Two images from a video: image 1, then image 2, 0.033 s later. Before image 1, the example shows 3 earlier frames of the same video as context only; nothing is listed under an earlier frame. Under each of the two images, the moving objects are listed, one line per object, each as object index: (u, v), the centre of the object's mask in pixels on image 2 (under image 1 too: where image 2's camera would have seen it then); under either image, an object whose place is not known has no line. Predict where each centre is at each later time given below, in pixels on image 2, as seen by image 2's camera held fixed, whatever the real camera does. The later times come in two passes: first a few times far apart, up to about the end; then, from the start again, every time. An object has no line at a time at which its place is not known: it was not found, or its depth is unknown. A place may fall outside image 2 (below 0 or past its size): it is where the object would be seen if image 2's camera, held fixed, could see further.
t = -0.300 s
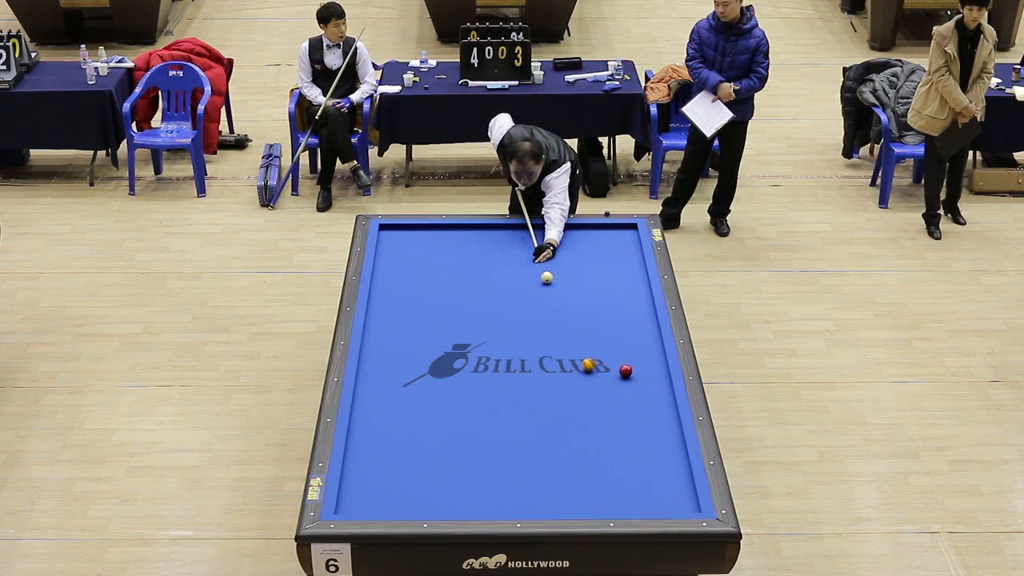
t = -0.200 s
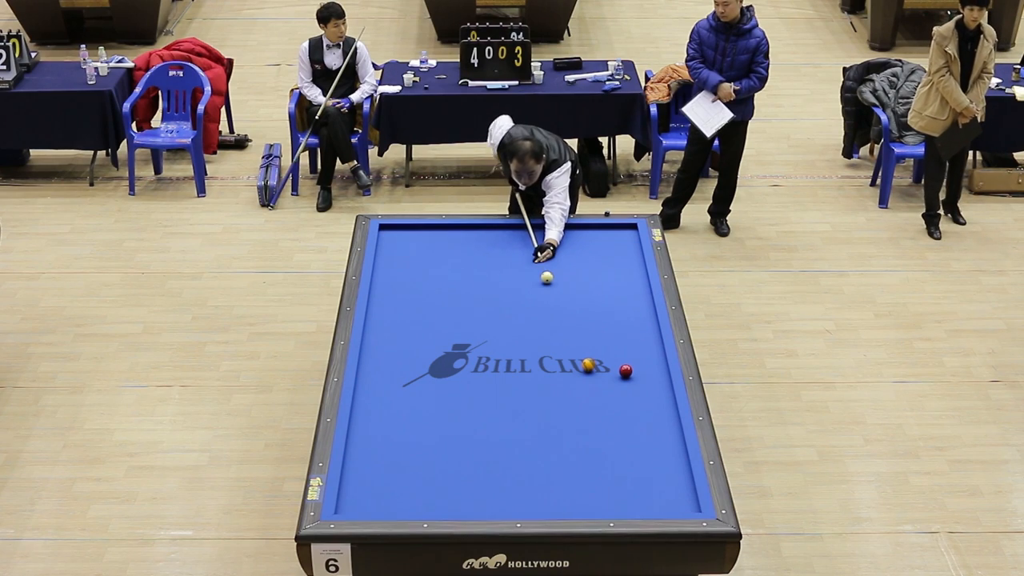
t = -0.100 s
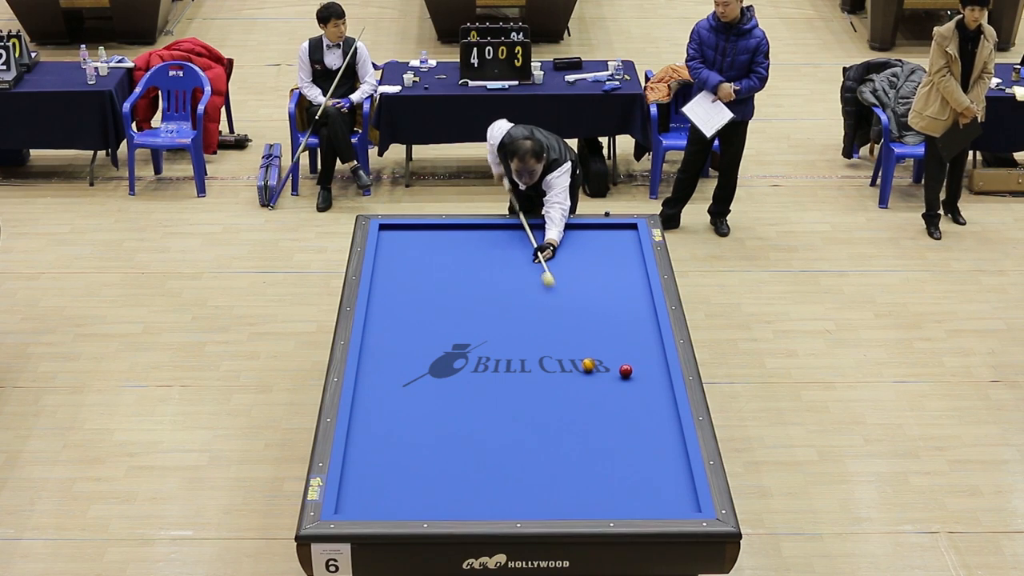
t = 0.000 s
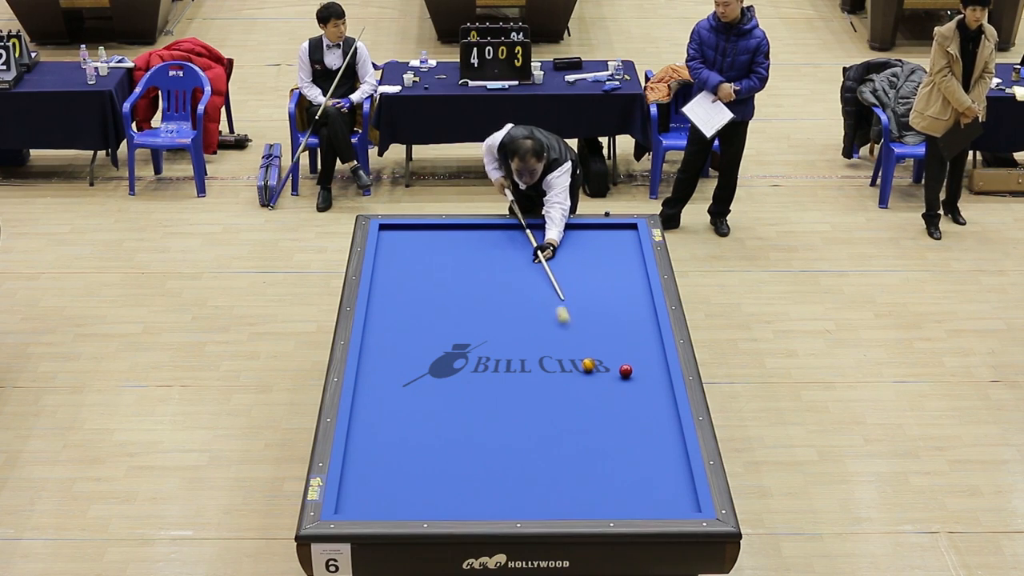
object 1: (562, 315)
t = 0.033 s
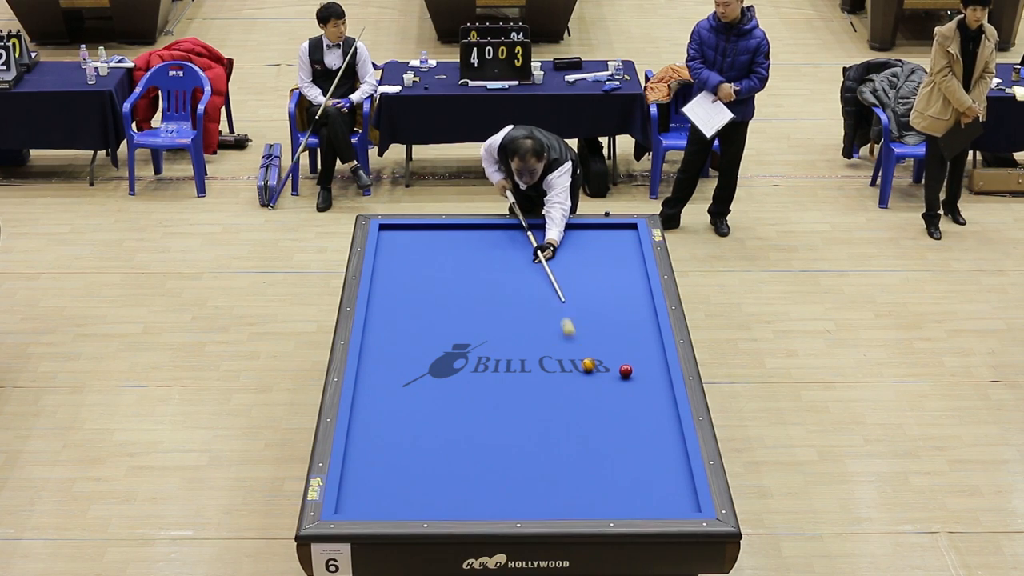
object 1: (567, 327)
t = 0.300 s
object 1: (543, 375)
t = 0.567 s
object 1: (500, 398)
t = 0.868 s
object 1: (451, 424)
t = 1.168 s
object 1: (399, 452)
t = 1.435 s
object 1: (351, 478)
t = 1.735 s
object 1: (373, 507)
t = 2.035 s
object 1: (421, 485)
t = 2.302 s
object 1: (460, 469)
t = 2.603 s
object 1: (502, 452)
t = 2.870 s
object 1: (537, 437)
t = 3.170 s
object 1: (575, 421)
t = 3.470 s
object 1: (610, 407)
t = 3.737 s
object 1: (640, 394)
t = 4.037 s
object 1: (660, 380)
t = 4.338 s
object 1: (639, 364)
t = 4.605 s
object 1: (621, 351)
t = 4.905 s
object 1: (602, 337)
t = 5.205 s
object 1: (584, 324)
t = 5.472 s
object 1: (569, 313)
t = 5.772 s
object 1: (553, 301)
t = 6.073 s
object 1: (538, 289)
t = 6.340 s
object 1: (525, 280)
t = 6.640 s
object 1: (511, 270)
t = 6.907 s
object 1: (500, 262)
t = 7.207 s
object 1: (488, 253)
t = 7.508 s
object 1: (476, 245)
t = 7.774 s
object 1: (466, 238)
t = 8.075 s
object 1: (456, 230)
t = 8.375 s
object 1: (445, 229)
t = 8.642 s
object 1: (436, 233)
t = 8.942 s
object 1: (426, 237)
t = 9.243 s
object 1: (416, 241)
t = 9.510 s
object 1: (408, 244)
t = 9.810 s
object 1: (400, 247)
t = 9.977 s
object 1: (395, 249)
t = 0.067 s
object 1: (573, 340)
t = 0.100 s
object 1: (578, 352)
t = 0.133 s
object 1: (576, 361)
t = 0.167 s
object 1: (568, 364)
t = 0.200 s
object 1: (561, 367)
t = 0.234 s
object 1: (554, 369)
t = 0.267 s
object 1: (549, 372)
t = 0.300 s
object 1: (543, 375)
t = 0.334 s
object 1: (537, 378)
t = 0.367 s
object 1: (532, 381)
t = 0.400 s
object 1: (527, 384)
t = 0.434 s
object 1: (521, 386)
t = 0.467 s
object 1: (516, 389)
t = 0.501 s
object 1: (511, 392)
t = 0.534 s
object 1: (505, 395)
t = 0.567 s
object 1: (500, 398)
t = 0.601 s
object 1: (495, 401)
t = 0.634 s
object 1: (489, 404)
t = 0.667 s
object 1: (484, 407)
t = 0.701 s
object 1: (479, 410)
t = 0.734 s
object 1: (473, 412)
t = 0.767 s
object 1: (468, 415)
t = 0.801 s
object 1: (462, 418)
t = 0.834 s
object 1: (456, 421)
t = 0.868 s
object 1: (451, 424)
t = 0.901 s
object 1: (445, 428)
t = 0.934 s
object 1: (440, 431)
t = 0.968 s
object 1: (434, 433)
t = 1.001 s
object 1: (428, 437)
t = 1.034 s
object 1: (422, 440)
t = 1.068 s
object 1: (417, 443)
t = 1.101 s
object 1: (411, 446)
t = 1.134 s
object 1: (405, 449)
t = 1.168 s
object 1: (399, 452)
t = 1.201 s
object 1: (393, 455)
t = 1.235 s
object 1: (388, 459)
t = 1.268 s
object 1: (382, 462)
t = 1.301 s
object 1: (376, 465)
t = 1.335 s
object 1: (370, 468)
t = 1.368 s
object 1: (364, 471)
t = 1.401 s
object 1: (358, 475)
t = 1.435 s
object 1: (351, 478)
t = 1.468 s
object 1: (347, 481)
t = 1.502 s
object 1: (350, 485)
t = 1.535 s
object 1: (354, 490)
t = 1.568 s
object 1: (357, 495)
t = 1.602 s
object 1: (360, 499)
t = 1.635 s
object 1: (363, 503)
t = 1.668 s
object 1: (365, 507)
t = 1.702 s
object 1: (367, 509)
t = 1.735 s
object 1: (373, 507)
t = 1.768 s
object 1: (379, 505)
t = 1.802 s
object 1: (385, 502)
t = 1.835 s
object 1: (390, 499)
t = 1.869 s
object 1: (396, 496)
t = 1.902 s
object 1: (401, 494)
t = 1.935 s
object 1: (406, 492)
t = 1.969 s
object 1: (411, 490)
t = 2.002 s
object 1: (416, 488)
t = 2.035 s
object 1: (421, 485)
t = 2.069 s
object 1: (426, 483)
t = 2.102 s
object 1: (431, 481)
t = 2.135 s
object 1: (436, 479)
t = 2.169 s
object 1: (441, 477)
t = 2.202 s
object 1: (446, 475)
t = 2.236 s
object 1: (451, 473)
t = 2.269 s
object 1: (456, 471)
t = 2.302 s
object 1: (460, 469)
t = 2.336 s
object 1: (465, 467)
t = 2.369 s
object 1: (470, 465)
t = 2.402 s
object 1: (475, 463)
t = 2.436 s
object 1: (479, 461)
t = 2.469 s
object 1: (484, 459)
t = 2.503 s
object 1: (488, 458)
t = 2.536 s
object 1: (493, 456)
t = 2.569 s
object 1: (498, 454)
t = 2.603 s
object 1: (502, 452)
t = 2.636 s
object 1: (507, 450)
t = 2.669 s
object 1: (511, 448)
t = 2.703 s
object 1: (516, 446)
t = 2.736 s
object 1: (520, 444)
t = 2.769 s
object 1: (524, 443)
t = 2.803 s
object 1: (529, 441)
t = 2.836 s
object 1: (533, 439)
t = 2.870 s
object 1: (537, 437)
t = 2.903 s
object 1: (542, 436)
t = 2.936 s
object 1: (546, 434)
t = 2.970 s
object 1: (550, 432)
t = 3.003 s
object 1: (554, 430)
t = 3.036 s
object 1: (559, 428)
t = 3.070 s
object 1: (562, 427)
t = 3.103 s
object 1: (567, 425)
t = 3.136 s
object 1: (571, 423)
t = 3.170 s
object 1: (575, 421)
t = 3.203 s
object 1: (579, 420)
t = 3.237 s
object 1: (583, 418)
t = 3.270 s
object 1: (587, 417)
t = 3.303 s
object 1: (591, 415)
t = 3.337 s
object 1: (595, 413)
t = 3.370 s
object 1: (599, 412)
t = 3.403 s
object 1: (602, 410)
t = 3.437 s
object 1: (607, 408)
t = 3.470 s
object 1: (610, 407)
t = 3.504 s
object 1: (614, 405)
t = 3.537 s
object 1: (618, 404)
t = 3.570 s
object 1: (622, 402)
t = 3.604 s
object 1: (625, 400)
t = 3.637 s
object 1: (629, 399)
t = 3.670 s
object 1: (633, 397)
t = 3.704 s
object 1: (636, 396)
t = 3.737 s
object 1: (640, 394)
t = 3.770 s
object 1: (644, 393)
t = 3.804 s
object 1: (647, 391)
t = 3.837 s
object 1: (651, 390)
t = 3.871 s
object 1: (654, 388)
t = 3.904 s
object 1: (658, 387)
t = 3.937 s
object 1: (662, 385)
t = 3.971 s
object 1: (665, 384)
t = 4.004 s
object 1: (663, 382)
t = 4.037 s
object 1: (660, 380)
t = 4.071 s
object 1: (657, 378)
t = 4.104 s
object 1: (655, 377)
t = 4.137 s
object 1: (652, 375)
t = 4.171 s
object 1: (650, 373)
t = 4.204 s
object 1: (648, 371)
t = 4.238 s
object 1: (646, 369)
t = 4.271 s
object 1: (643, 368)
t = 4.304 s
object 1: (641, 366)
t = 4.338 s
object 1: (639, 364)
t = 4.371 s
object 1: (636, 363)
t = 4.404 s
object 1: (634, 361)
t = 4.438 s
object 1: (632, 359)
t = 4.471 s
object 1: (630, 357)
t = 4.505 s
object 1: (627, 356)
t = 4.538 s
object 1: (625, 354)
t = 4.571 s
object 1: (623, 353)
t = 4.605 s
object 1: (621, 351)
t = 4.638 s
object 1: (619, 349)
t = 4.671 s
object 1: (616, 348)
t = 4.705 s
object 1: (614, 346)
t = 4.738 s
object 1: (612, 345)
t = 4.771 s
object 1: (610, 343)
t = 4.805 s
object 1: (608, 341)
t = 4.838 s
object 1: (606, 340)
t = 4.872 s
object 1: (604, 338)
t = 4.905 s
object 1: (602, 337)
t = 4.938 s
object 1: (600, 335)
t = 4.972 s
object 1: (598, 334)
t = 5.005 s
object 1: (595, 332)
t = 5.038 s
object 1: (593, 331)
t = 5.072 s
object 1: (592, 330)
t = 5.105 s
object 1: (590, 328)
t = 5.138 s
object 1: (587, 326)
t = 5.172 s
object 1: (586, 325)
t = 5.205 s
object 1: (584, 324)
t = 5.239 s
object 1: (582, 322)
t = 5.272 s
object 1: (580, 321)
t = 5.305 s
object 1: (578, 319)
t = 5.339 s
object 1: (576, 318)
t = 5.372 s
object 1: (574, 317)
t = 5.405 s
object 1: (572, 315)
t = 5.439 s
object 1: (571, 314)
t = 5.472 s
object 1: (569, 313)
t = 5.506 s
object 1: (567, 311)
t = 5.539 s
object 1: (565, 310)
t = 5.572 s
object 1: (563, 309)
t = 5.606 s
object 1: (561, 307)
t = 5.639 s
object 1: (560, 306)
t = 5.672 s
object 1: (558, 304)
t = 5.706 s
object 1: (556, 303)
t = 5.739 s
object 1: (555, 302)
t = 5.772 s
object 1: (553, 301)
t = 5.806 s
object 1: (551, 300)
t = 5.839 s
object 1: (549, 298)
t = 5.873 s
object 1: (548, 297)
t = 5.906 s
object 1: (546, 295)
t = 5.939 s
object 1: (544, 294)
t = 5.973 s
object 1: (542, 293)
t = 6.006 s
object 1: (541, 292)
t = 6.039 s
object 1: (539, 291)
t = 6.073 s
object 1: (538, 289)
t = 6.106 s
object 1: (536, 288)
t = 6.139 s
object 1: (534, 287)
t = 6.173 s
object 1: (533, 286)
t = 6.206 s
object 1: (531, 285)
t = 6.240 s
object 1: (530, 284)
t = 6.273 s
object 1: (528, 282)
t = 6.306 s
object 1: (526, 281)
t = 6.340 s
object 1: (525, 280)
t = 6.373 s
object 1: (523, 279)
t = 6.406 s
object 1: (522, 278)
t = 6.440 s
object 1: (520, 277)
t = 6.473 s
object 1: (519, 276)
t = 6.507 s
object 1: (517, 275)
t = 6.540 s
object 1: (516, 273)
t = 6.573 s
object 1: (514, 272)
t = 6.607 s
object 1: (513, 271)
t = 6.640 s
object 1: (511, 270)
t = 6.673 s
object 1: (510, 269)
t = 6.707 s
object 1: (508, 268)
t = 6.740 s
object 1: (507, 267)
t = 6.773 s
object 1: (505, 266)
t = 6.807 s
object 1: (504, 265)
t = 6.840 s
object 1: (502, 264)
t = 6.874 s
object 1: (501, 263)
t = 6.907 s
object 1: (500, 262)
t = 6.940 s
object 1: (498, 261)
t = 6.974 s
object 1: (497, 260)
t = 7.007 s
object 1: (495, 259)
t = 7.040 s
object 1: (494, 258)
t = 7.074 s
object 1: (493, 257)
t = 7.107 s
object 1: (491, 256)
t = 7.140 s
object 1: (490, 255)
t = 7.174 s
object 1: (489, 254)
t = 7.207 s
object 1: (488, 253)
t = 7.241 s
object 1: (486, 252)
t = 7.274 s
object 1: (485, 251)
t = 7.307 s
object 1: (484, 250)
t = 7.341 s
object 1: (483, 249)
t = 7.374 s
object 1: (481, 248)
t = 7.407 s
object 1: (480, 247)
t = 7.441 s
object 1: (479, 246)
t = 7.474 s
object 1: (477, 245)
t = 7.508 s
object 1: (476, 245)
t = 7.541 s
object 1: (475, 243)
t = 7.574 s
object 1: (474, 243)
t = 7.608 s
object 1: (472, 242)
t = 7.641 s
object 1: (471, 241)
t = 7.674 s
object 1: (470, 240)
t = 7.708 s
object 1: (469, 239)
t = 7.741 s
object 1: (468, 238)
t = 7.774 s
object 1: (466, 238)
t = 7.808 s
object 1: (465, 237)
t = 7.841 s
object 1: (464, 236)
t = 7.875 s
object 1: (463, 235)
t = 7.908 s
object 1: (462, 234)
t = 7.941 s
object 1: (461, 233)
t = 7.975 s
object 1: (460, 232)
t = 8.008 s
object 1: (458, 232)
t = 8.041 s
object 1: (457, 231)
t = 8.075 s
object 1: (456, 230)
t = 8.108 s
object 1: (455, 229)
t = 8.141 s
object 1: (454, 228)
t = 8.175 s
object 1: (452, 227)
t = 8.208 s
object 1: (451, 227)
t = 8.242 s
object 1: (450, 227)
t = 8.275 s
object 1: (449, 228)
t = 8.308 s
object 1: (448, 228)
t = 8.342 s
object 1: (447, 228)
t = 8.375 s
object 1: (445, 229)
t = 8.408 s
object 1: (444, 230)
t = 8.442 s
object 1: (443, 230)
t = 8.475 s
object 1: (442, 231)
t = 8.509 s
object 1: (441, 231)
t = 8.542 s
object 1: (440, 231)
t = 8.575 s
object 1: (438, 232)
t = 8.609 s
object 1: (437, 232)
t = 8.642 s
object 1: (436, 233)
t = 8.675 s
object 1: (435, 233)
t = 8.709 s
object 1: (434, 234)
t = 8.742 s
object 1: (433, 234)
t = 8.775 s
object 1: (432, 235)
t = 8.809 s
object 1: (430, 235)
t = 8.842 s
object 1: (429, 235)
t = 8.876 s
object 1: (428, 236)
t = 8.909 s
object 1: (427, 236)
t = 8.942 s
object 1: (426, 237)
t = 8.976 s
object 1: (425, 237)
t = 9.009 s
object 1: (424, 237)
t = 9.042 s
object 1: (423, 238)
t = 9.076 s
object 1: (422, 238)
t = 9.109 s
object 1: (421, 239)
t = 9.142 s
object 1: (420, 239)
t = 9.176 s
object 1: (418, 240)
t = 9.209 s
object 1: (417, 240)
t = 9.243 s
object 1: (416, 241)
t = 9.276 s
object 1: (415, 241)
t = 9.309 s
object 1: (414, 242)
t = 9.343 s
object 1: (413, 242)
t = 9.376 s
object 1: (412, 242)
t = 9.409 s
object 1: (411, 243)
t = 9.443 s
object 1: (410, 243)
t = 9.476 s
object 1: (409, 243)
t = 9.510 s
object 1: (408, 244)
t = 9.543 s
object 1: (407, 244)
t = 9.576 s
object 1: (406, 245)
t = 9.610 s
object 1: (405, 245)
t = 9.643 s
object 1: (404, 246)
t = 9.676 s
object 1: (403, 246)
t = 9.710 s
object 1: (402, 246)
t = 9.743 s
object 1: (402, 247)
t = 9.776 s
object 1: (401, 247)
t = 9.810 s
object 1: (400, 247)
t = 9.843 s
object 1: (399, 248)
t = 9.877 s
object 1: (398, 248)
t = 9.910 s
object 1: (397, 249)
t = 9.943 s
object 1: (396, 249)
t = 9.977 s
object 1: (395, 249)
